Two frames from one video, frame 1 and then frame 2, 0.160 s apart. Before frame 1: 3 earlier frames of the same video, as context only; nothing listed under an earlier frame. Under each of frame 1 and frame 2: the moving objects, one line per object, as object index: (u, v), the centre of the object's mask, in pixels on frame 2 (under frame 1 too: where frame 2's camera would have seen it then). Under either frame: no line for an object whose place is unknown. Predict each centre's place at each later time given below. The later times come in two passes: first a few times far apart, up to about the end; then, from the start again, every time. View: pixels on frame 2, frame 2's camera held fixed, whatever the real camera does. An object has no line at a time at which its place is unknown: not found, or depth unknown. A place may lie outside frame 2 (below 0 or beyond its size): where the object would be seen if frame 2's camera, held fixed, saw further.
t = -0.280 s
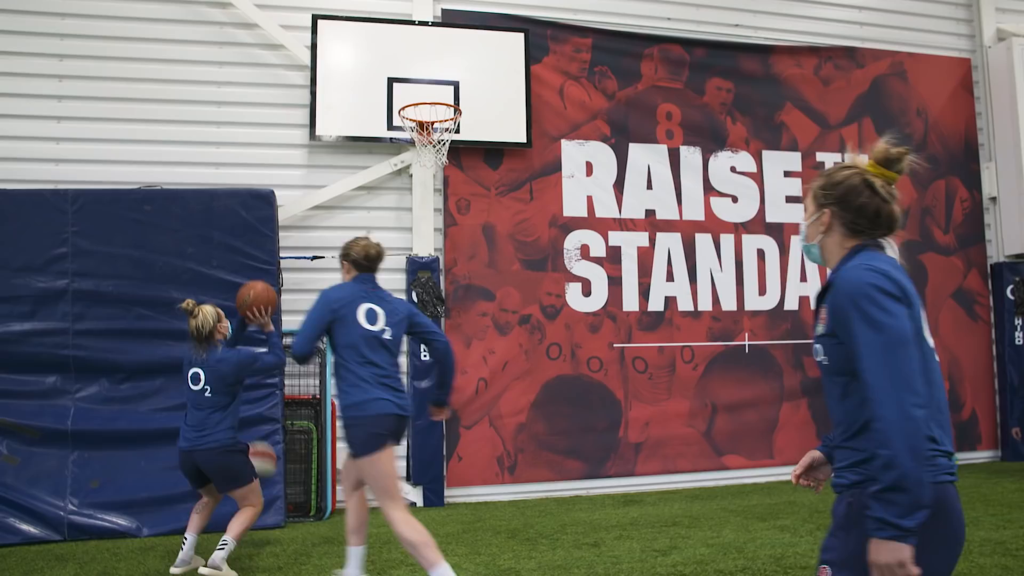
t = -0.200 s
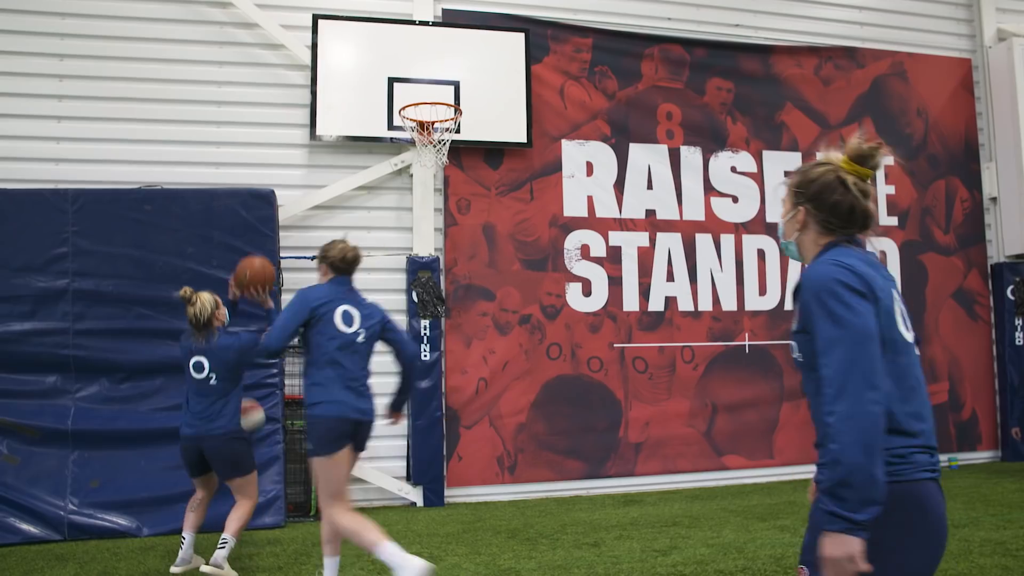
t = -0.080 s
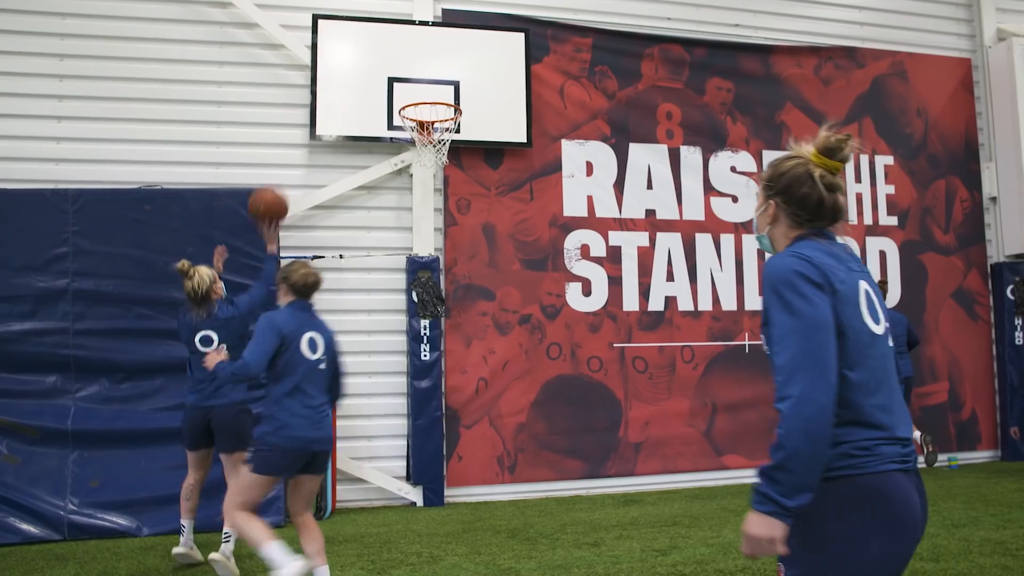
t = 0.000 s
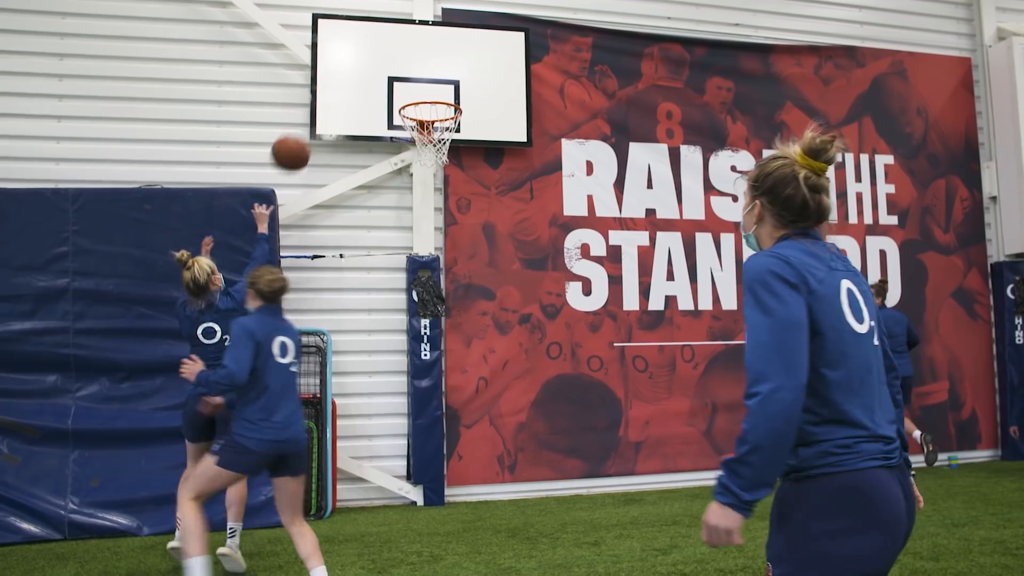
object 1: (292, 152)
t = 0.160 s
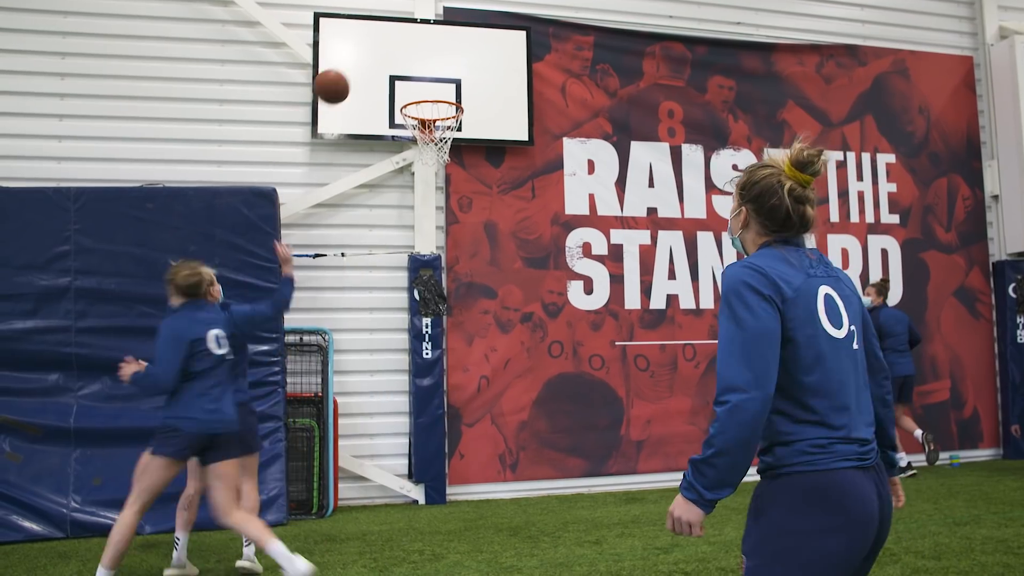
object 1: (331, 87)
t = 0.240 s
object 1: (350, 70)
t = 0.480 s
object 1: (397, 72)
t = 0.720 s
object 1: (443, 116)
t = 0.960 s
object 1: (429, 126)
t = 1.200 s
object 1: (408, 176)
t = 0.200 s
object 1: (341, 77)
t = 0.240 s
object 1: (350, 70)
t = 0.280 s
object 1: (358, 65)
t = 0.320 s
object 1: (367, 62)
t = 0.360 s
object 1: (374, 62)
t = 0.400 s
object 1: (382, 63)
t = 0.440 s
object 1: (389, 67)
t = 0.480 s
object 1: (397, 72)
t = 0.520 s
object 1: (404, 79)
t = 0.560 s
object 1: (410, 88)
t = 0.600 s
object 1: (417, 98)
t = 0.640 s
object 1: (425, 110)
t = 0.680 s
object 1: (435, 112)
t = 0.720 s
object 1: (443, 116)
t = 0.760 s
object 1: (444, 117)
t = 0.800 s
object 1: (444, 120)
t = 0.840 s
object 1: (442, 126)
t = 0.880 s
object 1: (439, 124)
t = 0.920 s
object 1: (435, 122)
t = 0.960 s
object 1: (429, 126)
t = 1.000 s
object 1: (425, 134)
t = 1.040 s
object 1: (420, 138)
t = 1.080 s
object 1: (418, 152)
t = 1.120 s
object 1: (414, 156)
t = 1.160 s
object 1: (411, 164)
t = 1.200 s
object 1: (408, 176)
